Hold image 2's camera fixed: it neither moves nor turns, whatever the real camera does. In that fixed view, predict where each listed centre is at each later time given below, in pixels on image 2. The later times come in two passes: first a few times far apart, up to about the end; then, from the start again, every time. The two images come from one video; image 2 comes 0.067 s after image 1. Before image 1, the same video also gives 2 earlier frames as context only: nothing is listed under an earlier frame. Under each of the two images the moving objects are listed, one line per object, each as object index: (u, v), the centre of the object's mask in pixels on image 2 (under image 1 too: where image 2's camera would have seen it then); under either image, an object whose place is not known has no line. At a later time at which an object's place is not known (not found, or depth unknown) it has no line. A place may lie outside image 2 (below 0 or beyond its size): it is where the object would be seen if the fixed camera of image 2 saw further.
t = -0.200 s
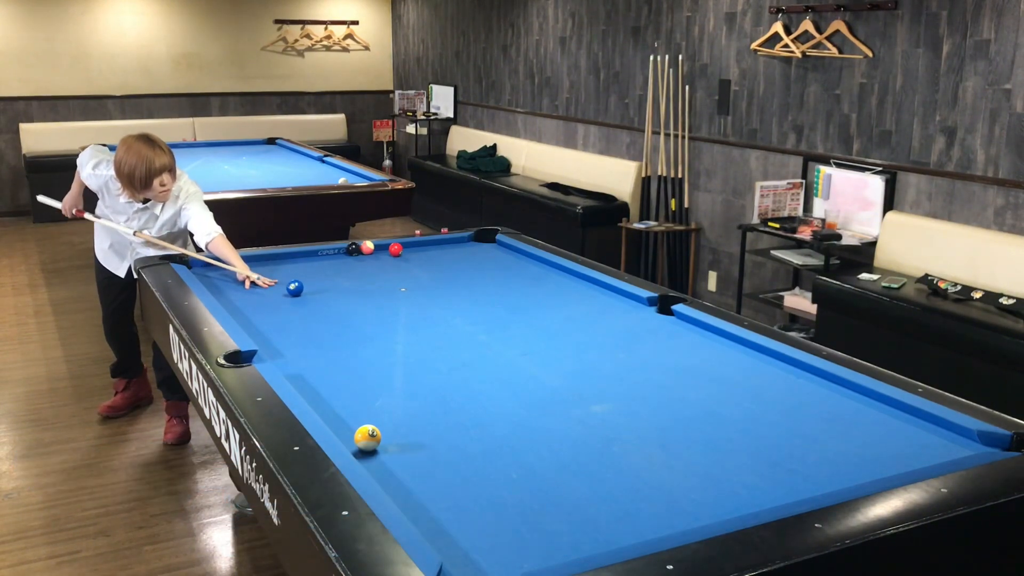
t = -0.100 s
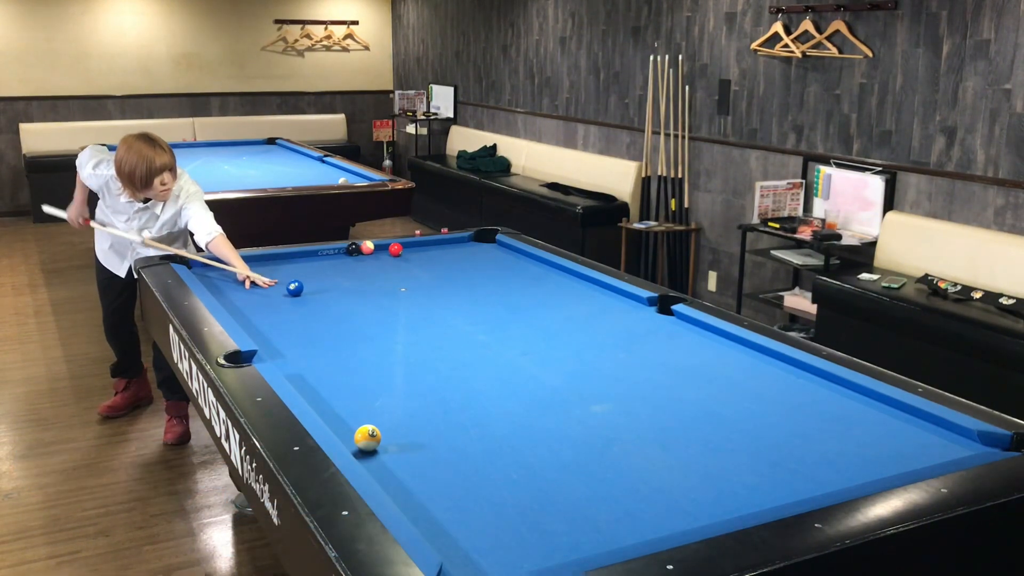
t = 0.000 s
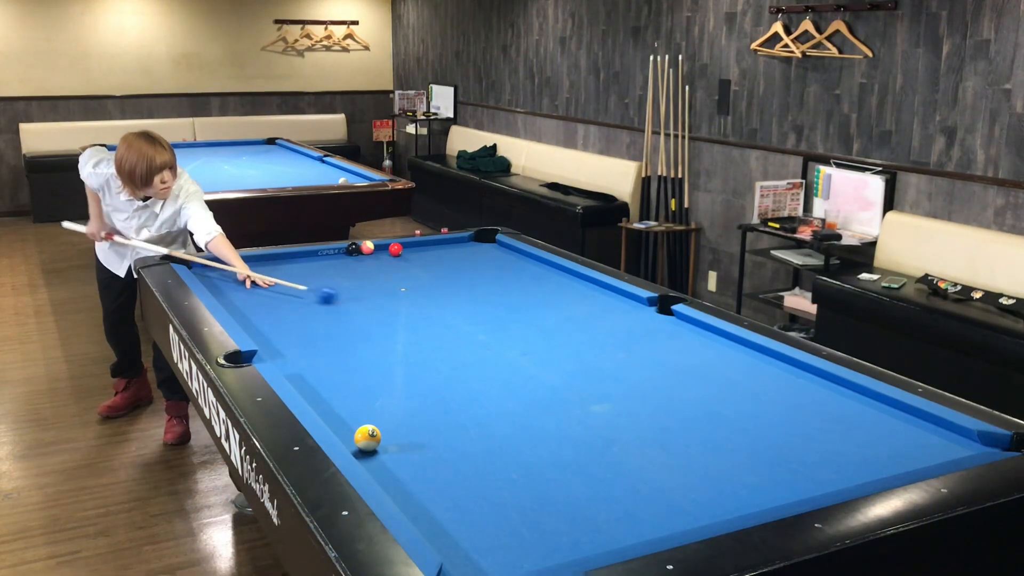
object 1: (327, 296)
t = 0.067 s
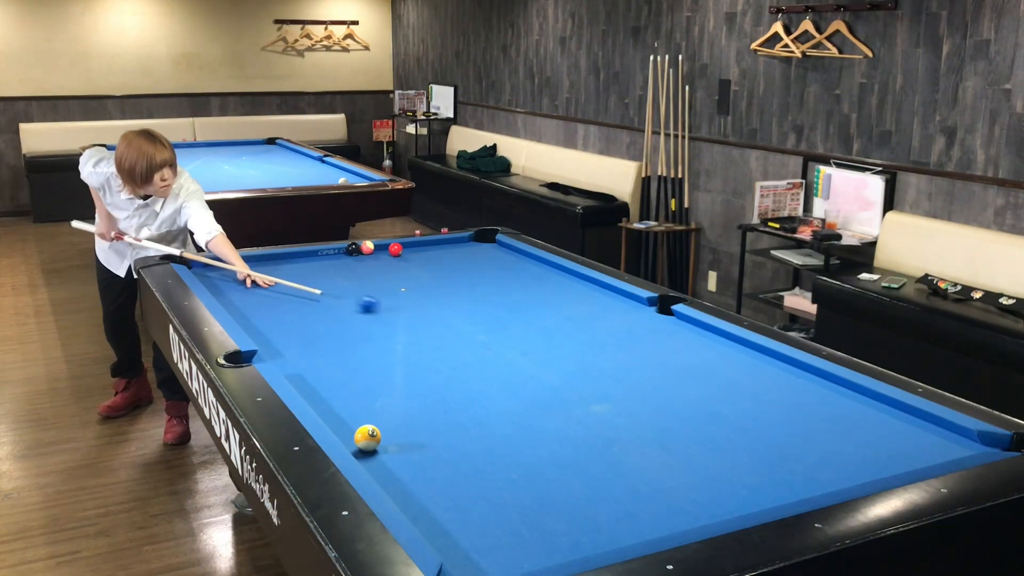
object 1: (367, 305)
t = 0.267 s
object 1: (486, 331)
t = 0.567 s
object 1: (695, 380)
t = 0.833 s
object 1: (945, 435)
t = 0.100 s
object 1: (387, 308)
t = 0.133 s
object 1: (407, 314)
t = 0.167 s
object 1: (427, 318)
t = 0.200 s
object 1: (447, 322)
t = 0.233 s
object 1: (466, 327)
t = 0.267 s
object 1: (486, 331)
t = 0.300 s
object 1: (506, 336)
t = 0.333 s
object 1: (527, 340)
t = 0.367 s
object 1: (548, 346)
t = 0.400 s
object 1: (571, 351)
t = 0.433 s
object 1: (595, 356)
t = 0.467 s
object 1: (618, 361)
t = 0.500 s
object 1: (642, 367)
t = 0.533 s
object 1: (669, 373)
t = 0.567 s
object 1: (695, 380)
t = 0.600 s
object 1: (723, 386)
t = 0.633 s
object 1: (751, 392)
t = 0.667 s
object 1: (782, 399)
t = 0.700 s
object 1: (811, 406)
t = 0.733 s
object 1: (842, 413)
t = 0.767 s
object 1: (874, 420)
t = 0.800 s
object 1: (908, 427)
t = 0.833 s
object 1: (945, 435)
